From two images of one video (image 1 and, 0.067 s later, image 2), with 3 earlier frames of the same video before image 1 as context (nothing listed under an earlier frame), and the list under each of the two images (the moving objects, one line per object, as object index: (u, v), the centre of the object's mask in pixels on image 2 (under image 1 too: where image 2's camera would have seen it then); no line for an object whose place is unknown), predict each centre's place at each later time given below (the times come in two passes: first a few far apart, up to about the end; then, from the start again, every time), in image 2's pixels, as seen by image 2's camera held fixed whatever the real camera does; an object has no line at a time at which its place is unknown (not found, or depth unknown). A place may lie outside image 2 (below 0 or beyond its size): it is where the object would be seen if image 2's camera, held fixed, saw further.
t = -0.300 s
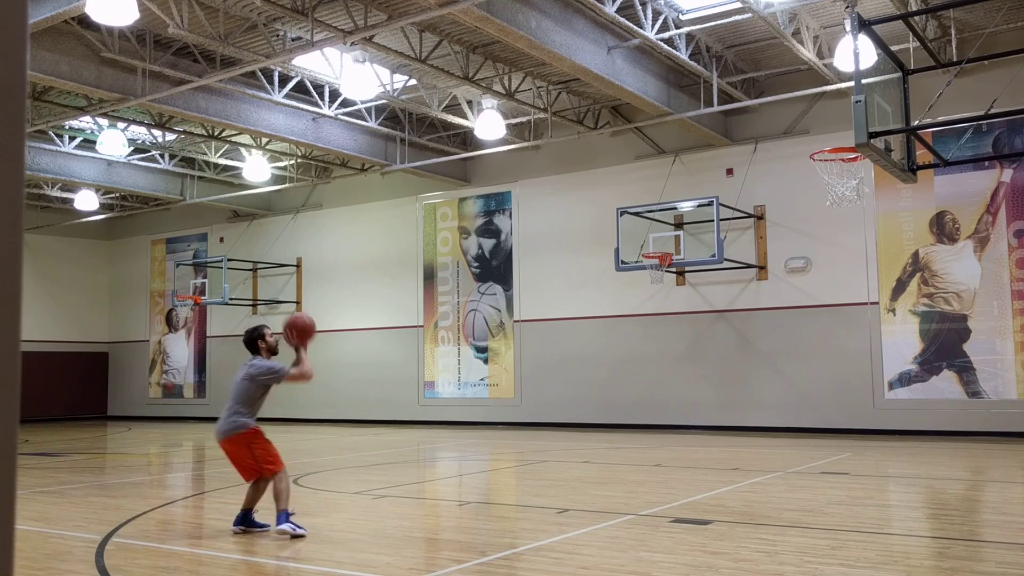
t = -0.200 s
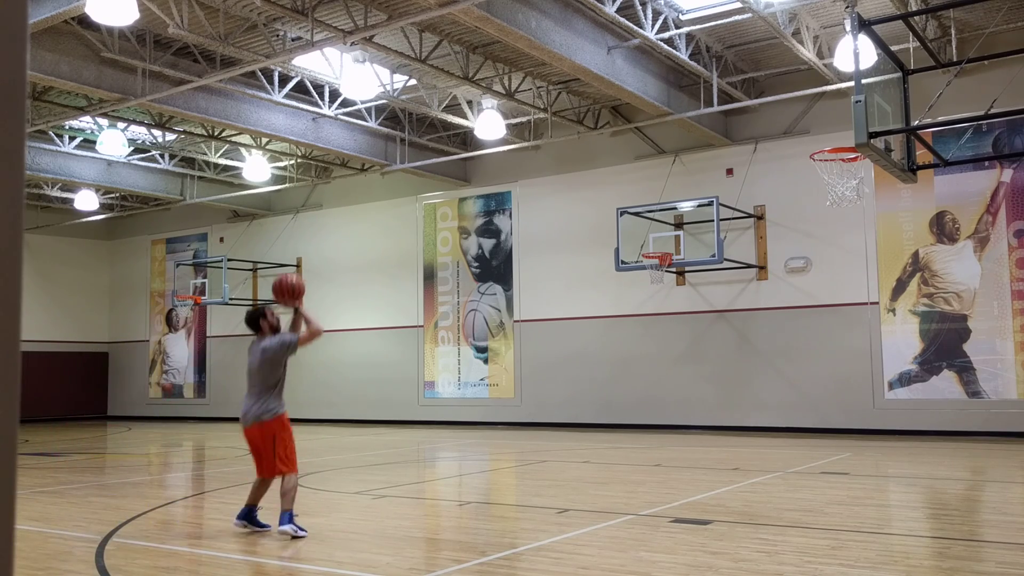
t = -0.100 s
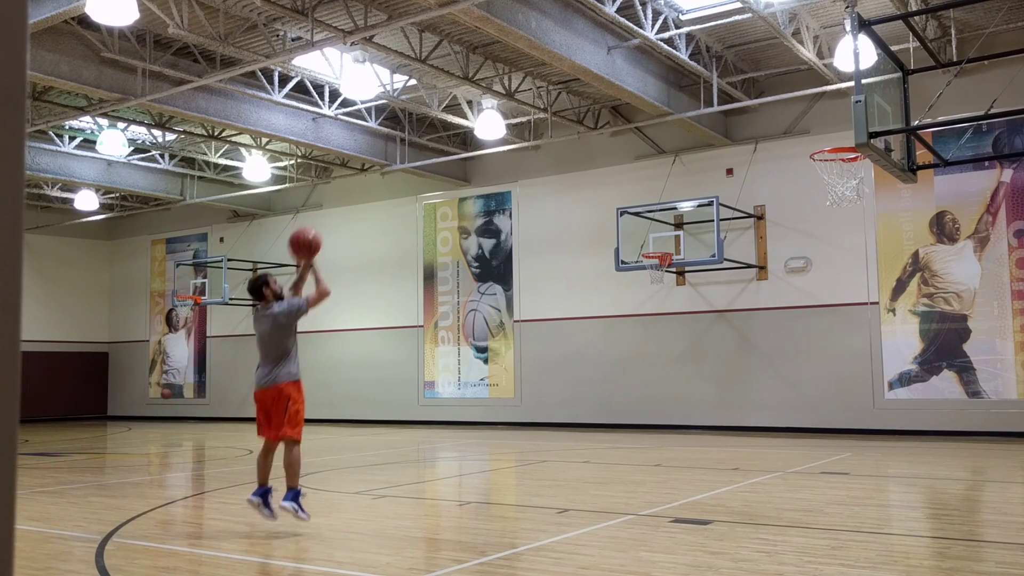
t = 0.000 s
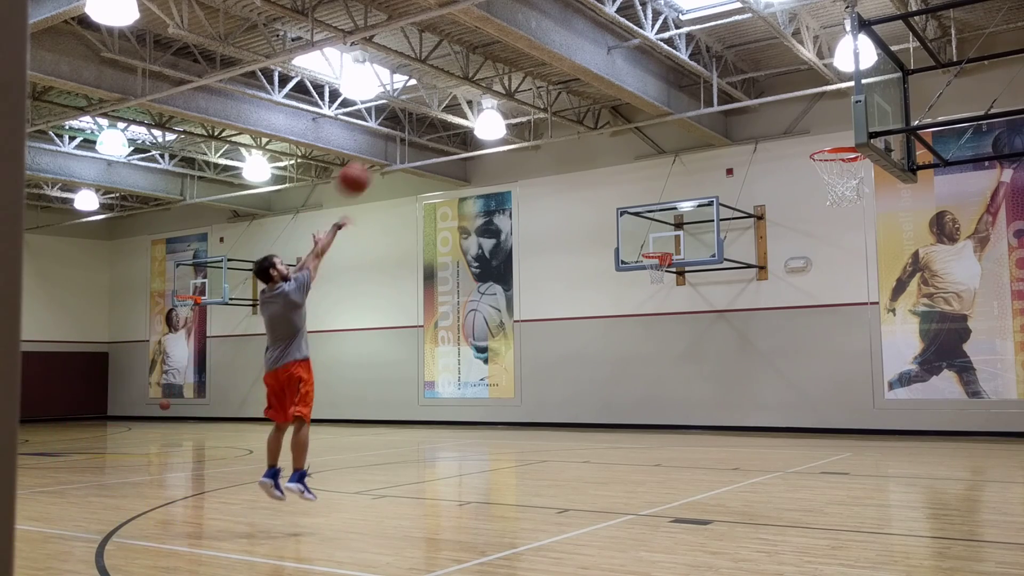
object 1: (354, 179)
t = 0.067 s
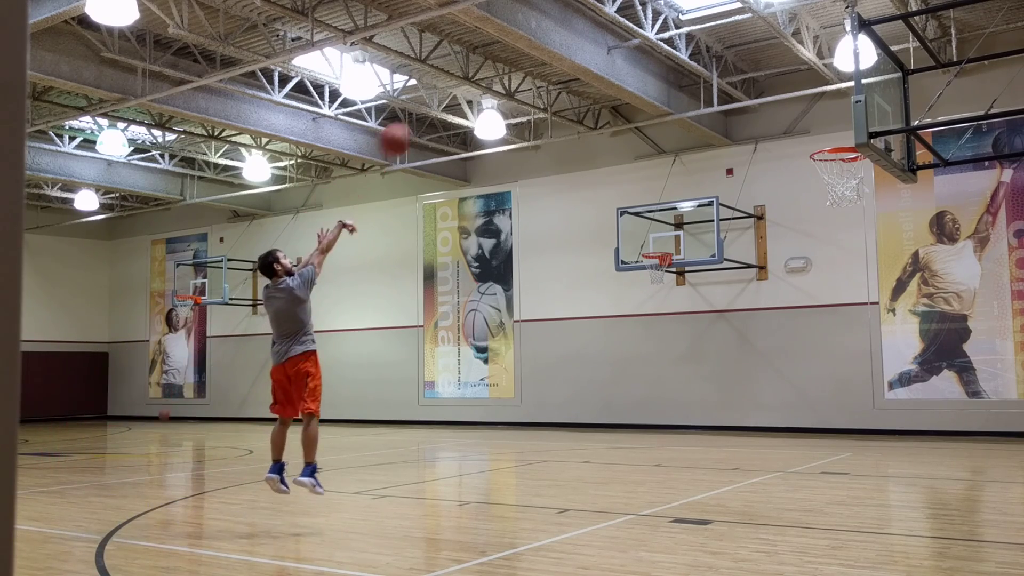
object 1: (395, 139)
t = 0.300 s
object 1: (529, 53)
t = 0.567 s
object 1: (664, 37)
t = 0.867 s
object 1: (805, 111)
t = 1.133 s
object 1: (820, 230)
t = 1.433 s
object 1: (773, 435)
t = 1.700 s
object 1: (716, 381)
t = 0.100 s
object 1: (414, 122)
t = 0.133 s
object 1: (435, 108)
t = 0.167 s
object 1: (454, 93)
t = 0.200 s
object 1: (473, 80)
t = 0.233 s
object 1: (492, 70)
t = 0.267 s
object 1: (510, 60)
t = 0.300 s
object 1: (529, 53)
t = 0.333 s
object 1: (546, 46)
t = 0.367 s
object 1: (564, 40)
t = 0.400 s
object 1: (582, 36)
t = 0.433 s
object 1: (598, 34)
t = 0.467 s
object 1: (615, 33)
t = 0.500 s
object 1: (631, 33)
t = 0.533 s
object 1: (648, 34)
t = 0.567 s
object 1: (664, 37)
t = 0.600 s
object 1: (680, 40)
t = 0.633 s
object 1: (698, 45)
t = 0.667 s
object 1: (712, 50)
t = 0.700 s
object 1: (728, 58)
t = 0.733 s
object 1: (743, 66)
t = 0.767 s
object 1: (759, 76)
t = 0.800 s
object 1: (774, 86)
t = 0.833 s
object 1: (790, 98)
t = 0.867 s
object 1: (805, 111)
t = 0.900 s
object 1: (820, 124)
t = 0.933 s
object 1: (834, 137)
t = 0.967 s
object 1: (849, 159)
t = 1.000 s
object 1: (846, 168)
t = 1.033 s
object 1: (839, 184)
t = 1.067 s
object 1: (831, 201)
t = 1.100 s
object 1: (826, 214)
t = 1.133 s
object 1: (820, 230)
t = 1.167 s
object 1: (815, 247)
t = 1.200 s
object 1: (809, 265)
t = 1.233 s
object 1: (804, 285)
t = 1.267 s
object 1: (798, 307)
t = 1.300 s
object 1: (793, 330)
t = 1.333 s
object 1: (788, 353)
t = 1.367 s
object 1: (783, 379)
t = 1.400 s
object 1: (778, 406)
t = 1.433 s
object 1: (773, 435)
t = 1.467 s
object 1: (768, 463)
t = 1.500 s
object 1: (762, 485)
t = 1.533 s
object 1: (754, 465)
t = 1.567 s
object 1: (747, 445)
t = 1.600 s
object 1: (739, 427)
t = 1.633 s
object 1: (732, 411)
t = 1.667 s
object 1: (724, 395)
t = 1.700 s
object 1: (716, 381)
